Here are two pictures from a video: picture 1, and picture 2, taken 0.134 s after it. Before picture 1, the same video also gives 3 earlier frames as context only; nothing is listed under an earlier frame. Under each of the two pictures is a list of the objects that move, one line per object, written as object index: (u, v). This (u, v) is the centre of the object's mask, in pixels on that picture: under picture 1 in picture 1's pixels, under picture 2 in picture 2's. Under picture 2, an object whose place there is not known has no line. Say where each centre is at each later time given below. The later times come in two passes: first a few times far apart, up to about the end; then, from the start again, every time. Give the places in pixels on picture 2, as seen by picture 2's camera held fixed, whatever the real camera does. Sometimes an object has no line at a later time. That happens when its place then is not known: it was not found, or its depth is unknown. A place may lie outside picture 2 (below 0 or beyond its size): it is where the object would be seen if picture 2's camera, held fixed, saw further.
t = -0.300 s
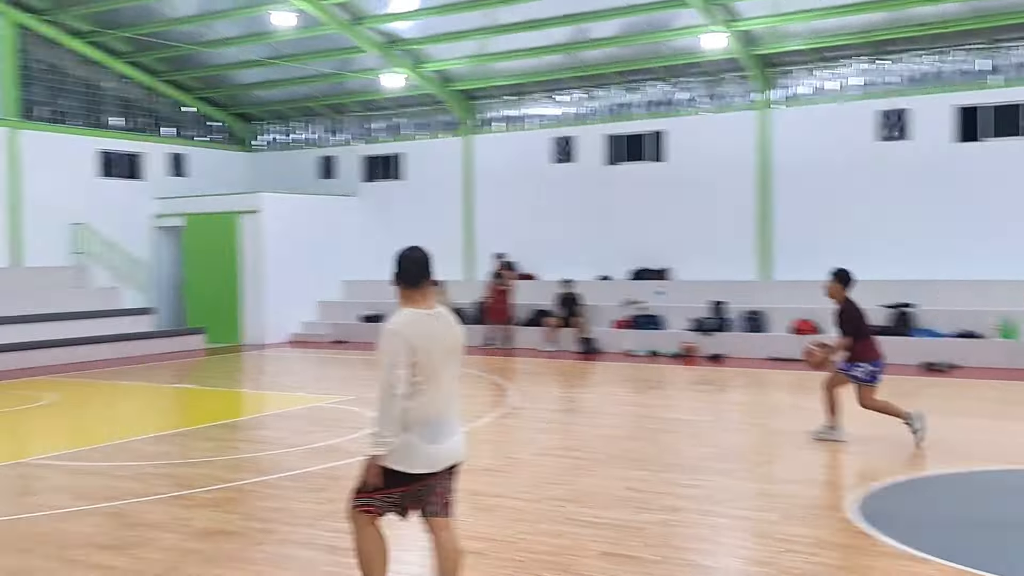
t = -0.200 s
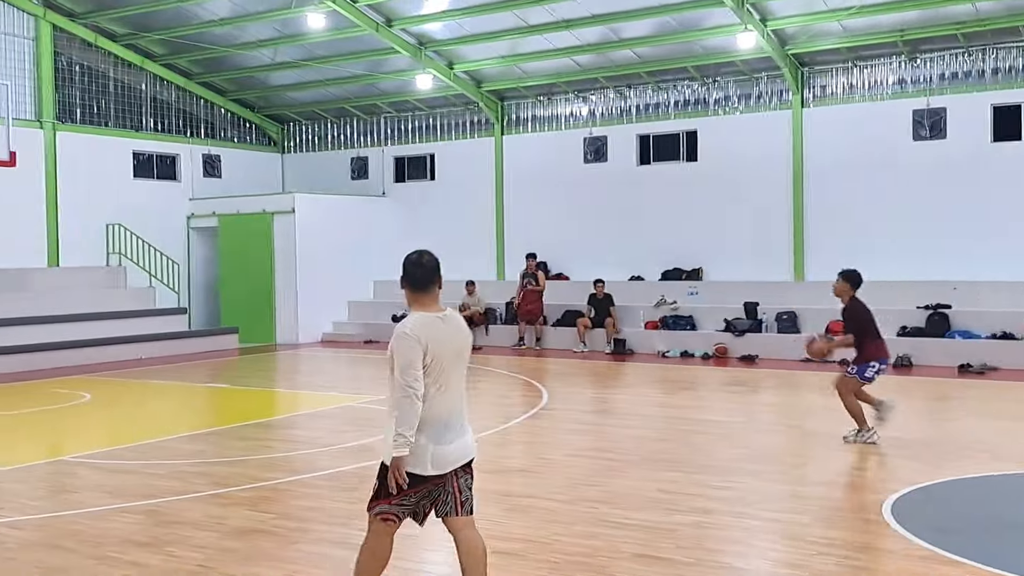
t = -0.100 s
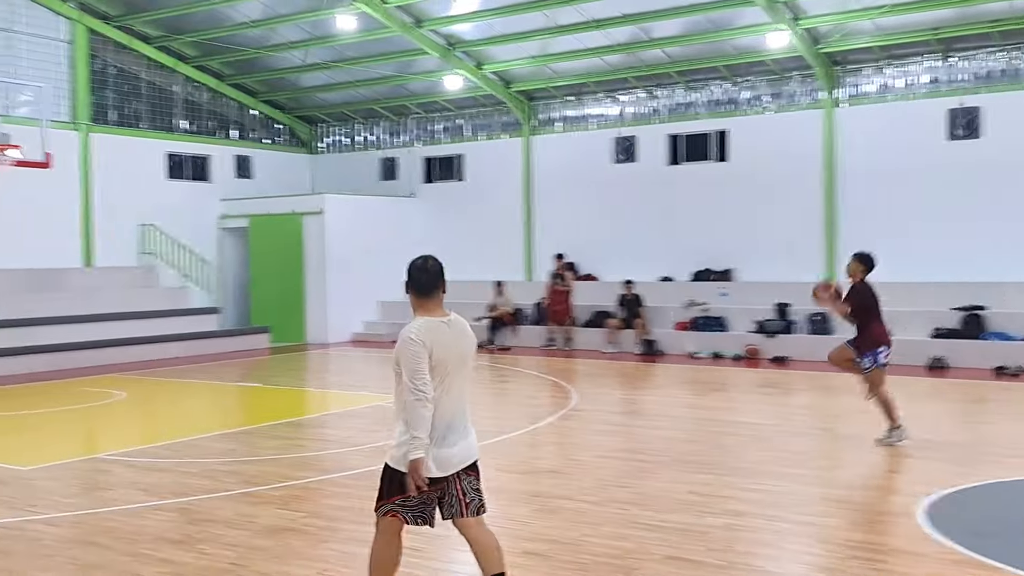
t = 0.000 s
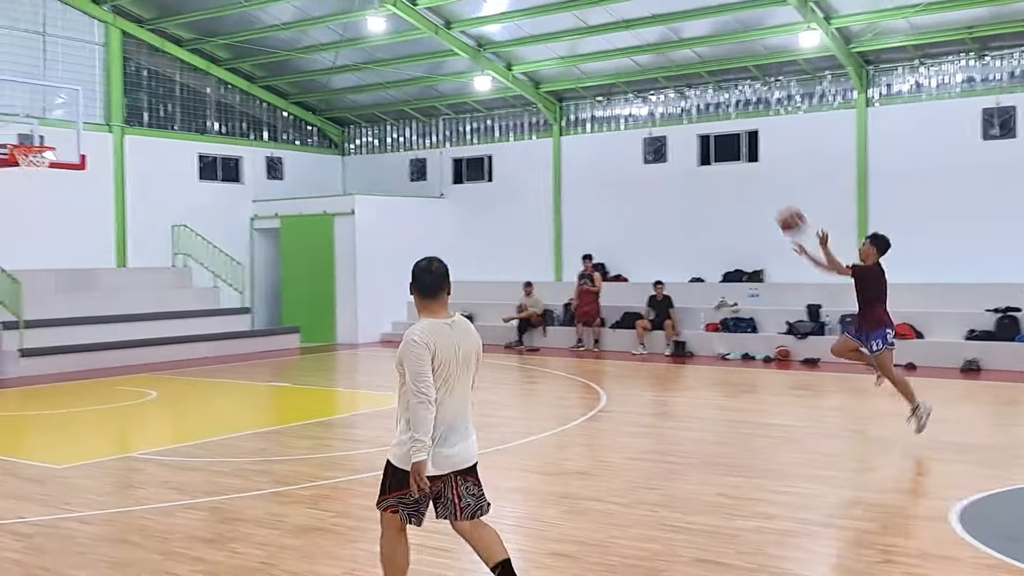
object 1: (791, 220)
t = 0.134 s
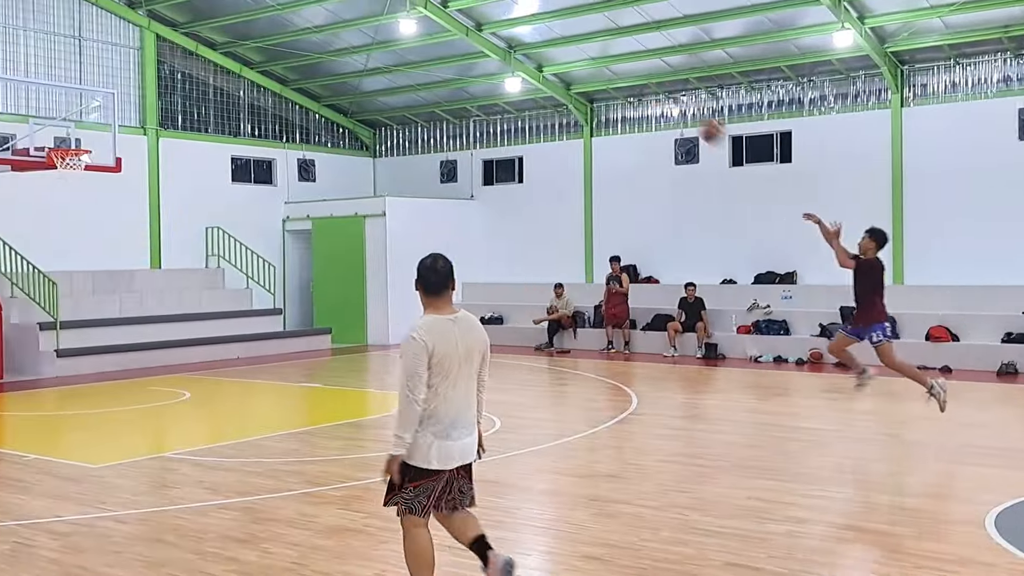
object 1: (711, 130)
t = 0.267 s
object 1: (611, 64)
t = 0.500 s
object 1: (453, 0)
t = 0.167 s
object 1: (685, 113)
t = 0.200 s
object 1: (660, 93)
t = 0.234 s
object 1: (635, 77)
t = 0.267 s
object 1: (611, 64)
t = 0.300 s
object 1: (587, 50)
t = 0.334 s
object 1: (565, 39)
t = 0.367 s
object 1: (543, 27)
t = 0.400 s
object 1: (519, 19)
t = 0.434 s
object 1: (496, 9)
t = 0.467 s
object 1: (477, 3)
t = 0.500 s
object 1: (453, 0)
